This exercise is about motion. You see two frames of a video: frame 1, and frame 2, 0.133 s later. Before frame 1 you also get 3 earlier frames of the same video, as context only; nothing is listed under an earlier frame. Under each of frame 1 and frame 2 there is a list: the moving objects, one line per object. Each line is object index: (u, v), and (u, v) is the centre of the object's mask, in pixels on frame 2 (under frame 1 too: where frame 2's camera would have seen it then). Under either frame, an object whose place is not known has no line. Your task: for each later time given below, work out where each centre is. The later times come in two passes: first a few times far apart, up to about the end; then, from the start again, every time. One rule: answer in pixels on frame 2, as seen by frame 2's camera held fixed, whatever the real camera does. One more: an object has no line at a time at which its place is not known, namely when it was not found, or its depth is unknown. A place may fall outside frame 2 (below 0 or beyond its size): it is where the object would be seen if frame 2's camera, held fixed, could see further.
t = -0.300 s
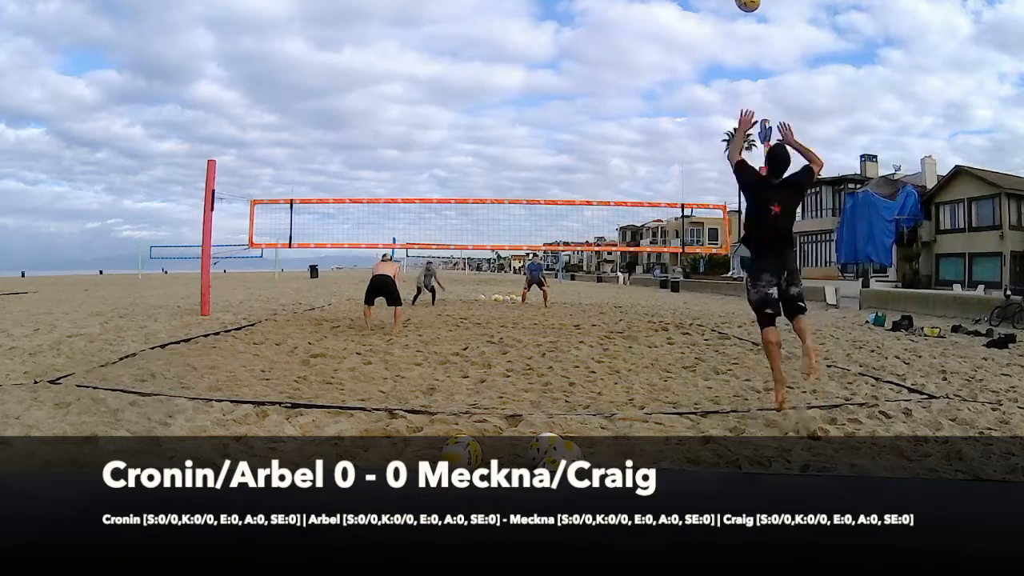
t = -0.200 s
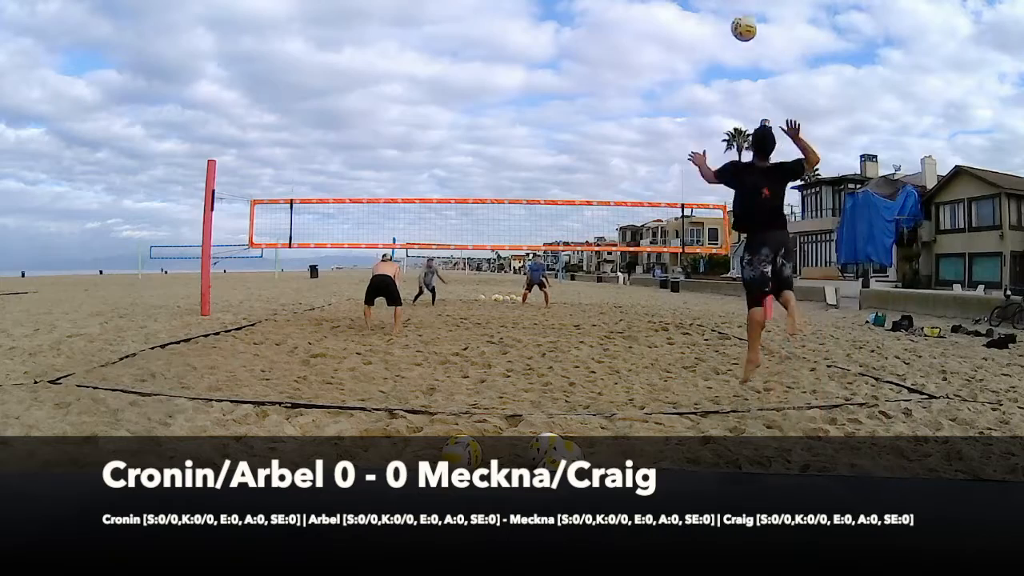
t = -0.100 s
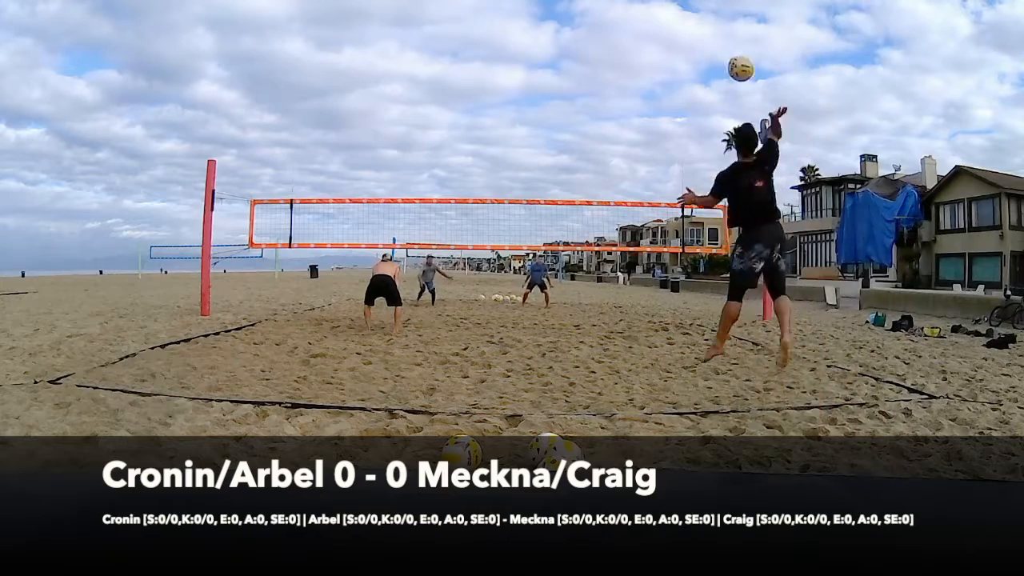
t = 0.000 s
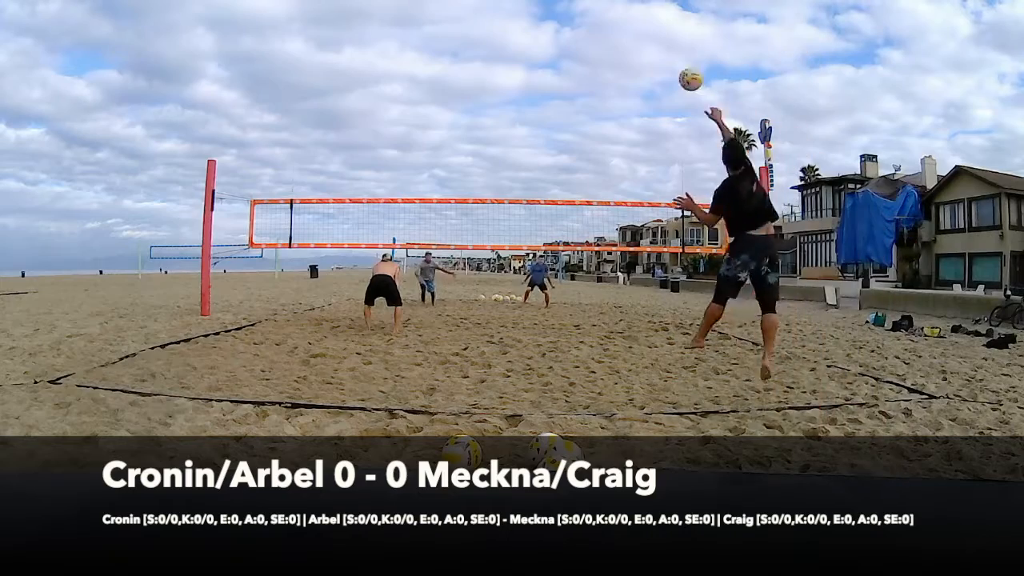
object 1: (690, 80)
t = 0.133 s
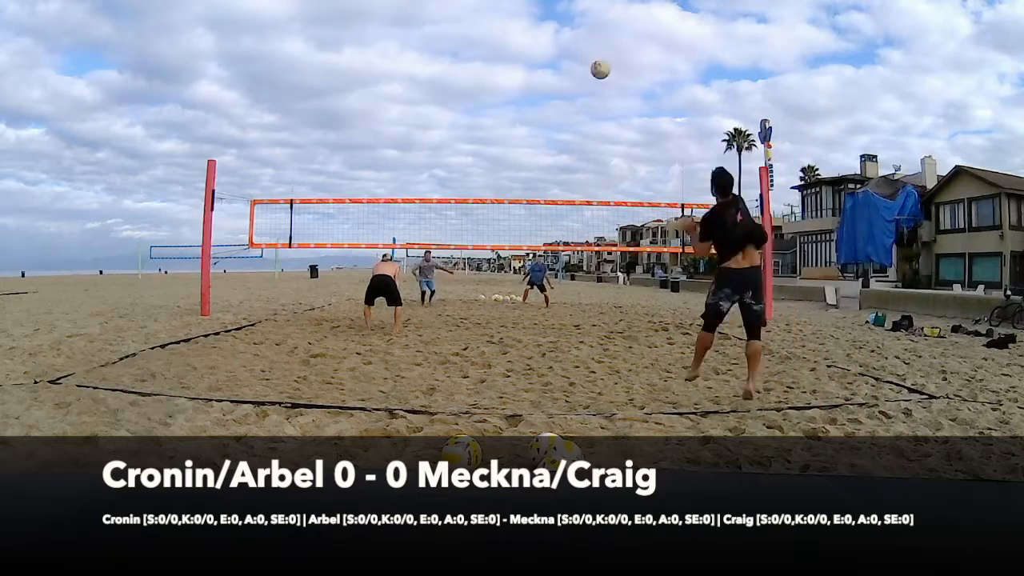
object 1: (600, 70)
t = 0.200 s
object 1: (566, 72)
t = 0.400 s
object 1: (495, 97)
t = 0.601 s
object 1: (451, 136)
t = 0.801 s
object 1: (416, 181)
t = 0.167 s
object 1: (583, 70)
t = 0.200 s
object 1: (566, 72)
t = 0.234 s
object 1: (552, 75)
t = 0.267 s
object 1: (538, 78)
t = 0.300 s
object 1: (526, 82)
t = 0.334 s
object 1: (515, 87)
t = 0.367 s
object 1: (505, 92)
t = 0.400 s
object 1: (495, 97)
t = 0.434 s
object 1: (487, 103)
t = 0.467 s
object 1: (479, 109)
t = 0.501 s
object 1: (471, 115)
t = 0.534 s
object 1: (464, 122)
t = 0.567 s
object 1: (457, 129)
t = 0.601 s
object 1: (451, 136)
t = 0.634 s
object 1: (444, 143)
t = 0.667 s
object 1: (438, 150)
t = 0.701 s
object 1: (432, 158)
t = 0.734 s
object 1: (426, 165)
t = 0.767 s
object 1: (421, 173)
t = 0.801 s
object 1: (416, 181)
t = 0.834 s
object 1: (411, 188)
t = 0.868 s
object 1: (406, 195)
